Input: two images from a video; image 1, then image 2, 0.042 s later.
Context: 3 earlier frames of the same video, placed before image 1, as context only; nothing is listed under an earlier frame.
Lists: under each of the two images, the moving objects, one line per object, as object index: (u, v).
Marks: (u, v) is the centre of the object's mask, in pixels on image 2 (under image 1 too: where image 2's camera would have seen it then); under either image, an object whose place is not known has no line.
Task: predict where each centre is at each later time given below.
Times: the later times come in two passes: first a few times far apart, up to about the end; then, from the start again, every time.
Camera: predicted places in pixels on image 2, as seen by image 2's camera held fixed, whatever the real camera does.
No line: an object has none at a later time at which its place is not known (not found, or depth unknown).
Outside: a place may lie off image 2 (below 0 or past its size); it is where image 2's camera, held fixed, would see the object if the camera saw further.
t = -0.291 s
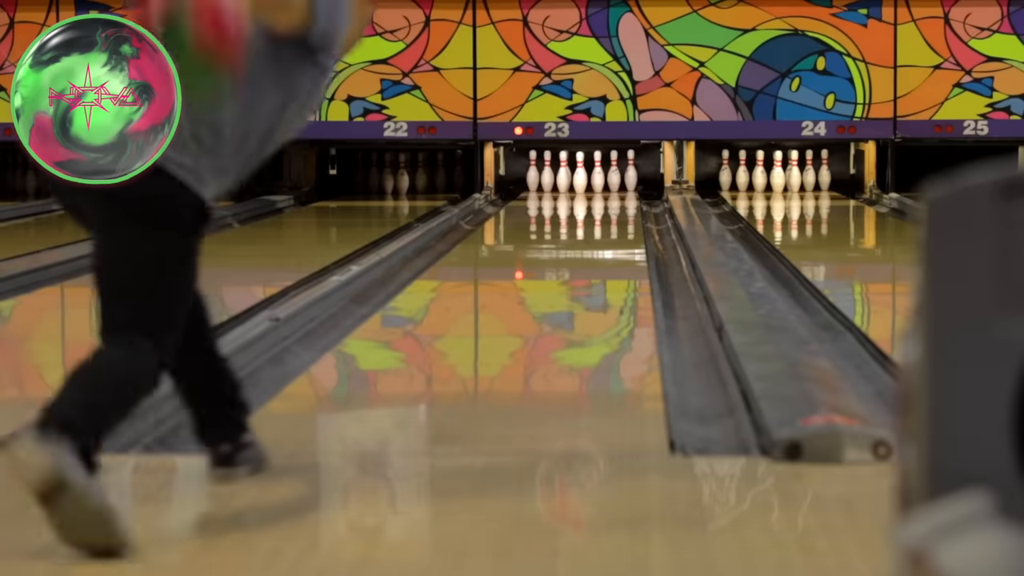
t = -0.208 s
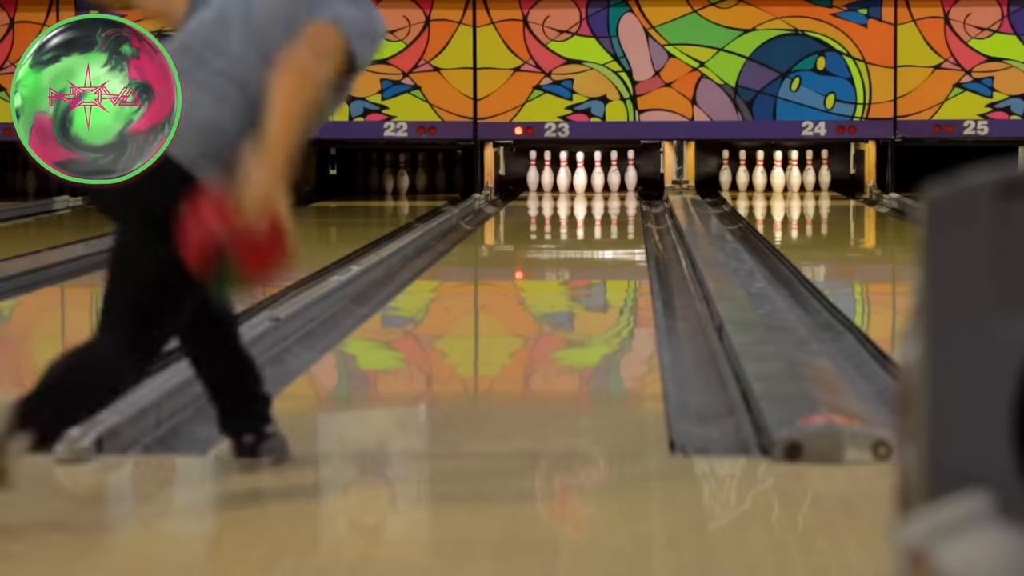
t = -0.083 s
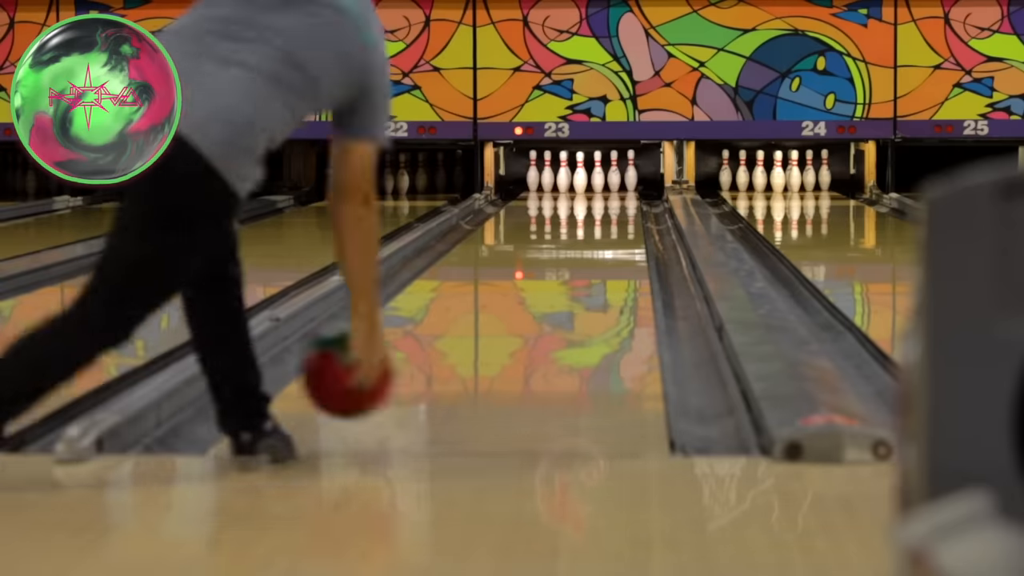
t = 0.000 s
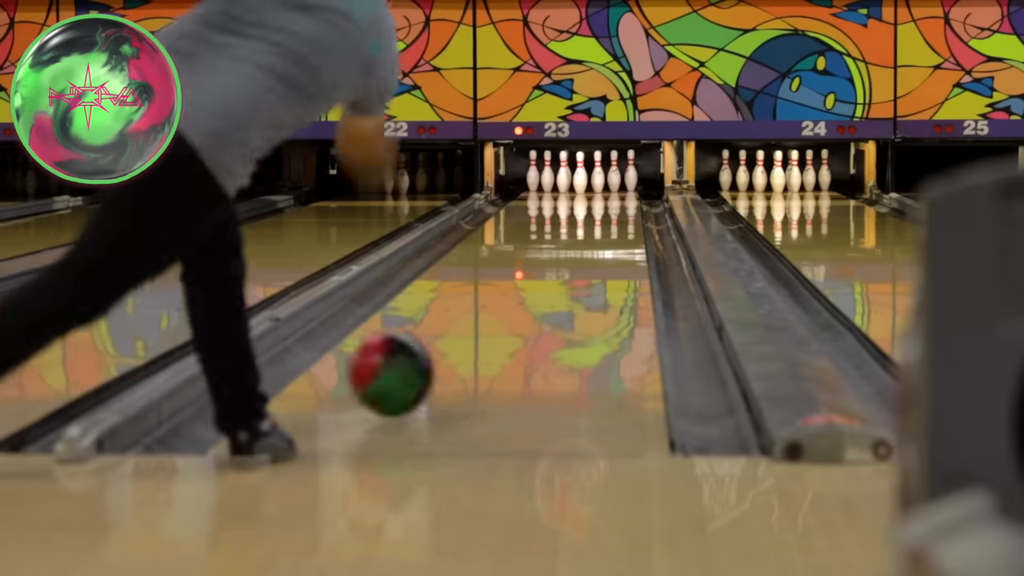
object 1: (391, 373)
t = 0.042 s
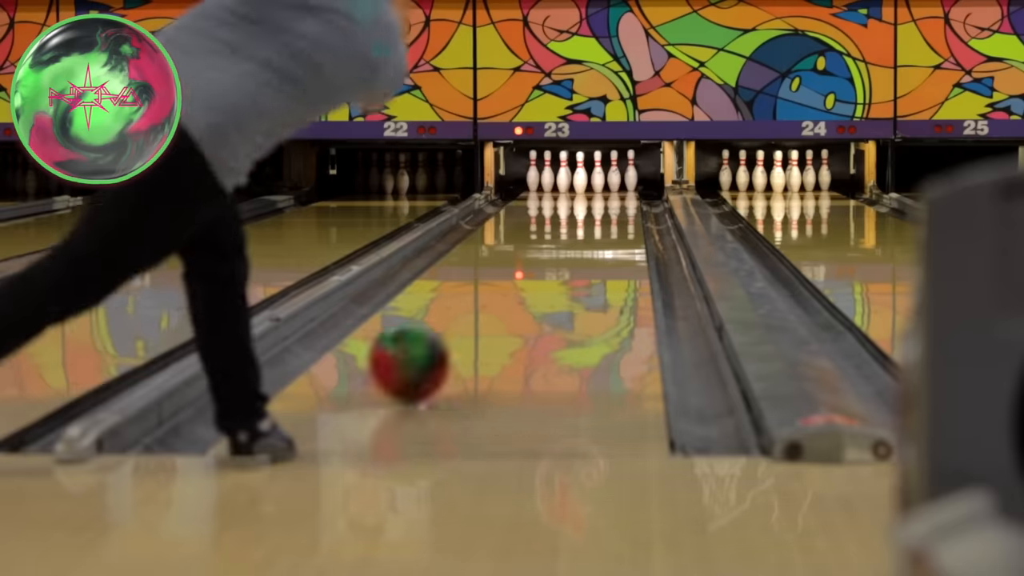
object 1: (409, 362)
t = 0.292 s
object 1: (487, 309)
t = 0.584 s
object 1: (542, 268)
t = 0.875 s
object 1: (574, 241)
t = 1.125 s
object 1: (593, 224)
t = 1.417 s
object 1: (607, 209)
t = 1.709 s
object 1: (611, 199)
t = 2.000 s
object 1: (603, 189)
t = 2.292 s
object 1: (586, 183)
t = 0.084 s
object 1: (425, 353)
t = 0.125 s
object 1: (439, 343)
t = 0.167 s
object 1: (453, 333)
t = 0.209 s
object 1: (465, 324)
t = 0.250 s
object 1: (477, 316)
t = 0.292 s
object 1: (487, 309)
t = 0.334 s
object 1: (497, 302)
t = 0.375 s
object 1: (506, 296)
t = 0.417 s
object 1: (514, 289)
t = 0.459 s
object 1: (522, 283)
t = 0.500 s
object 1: (528, 278)
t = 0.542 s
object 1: (536, 273)
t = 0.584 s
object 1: (542, 268)
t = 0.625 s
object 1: (547, 263)
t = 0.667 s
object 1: (552, 259)
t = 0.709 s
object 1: (558, 255)
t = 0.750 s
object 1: (562, 251)
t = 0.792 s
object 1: (567, 248)
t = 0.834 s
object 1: (571, 244)
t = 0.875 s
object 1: (574, 241)
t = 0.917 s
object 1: (578, 238)
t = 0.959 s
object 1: (582, 234)
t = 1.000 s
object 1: (584, 232)
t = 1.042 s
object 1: (587, 229)
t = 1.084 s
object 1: (591, 226)
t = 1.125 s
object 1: (593, 224)
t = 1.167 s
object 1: (595, 221)
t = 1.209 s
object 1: (598, 219)
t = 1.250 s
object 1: (600, 217)
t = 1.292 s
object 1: (602, 215)
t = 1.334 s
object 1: (603, 213)
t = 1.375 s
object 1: (606, 211)
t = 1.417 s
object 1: (607, 209)
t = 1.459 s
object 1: (608, 208)
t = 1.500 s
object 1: (609, 206)
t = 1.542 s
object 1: (609, 205)
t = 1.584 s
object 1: (610, 204)
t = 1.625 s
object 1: (612, 202)
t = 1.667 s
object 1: (610, 201)
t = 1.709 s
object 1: (611, 199)
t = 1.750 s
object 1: (611, 197)
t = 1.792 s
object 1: (610, 196)
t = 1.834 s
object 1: (609, 195)
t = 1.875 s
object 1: (608, 193)
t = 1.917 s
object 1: (607, 192)
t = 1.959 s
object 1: (605, 191)
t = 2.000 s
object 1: (603, 189)
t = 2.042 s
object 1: (601, 188)
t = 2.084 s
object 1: (600, 188)
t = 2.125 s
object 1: (597, 186)
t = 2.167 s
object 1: (594, 186)
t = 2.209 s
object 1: (591, 185)
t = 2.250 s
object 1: (588, 184)
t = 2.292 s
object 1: (586, 183)
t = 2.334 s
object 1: (583, 182)
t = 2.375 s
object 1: (582, 181)
